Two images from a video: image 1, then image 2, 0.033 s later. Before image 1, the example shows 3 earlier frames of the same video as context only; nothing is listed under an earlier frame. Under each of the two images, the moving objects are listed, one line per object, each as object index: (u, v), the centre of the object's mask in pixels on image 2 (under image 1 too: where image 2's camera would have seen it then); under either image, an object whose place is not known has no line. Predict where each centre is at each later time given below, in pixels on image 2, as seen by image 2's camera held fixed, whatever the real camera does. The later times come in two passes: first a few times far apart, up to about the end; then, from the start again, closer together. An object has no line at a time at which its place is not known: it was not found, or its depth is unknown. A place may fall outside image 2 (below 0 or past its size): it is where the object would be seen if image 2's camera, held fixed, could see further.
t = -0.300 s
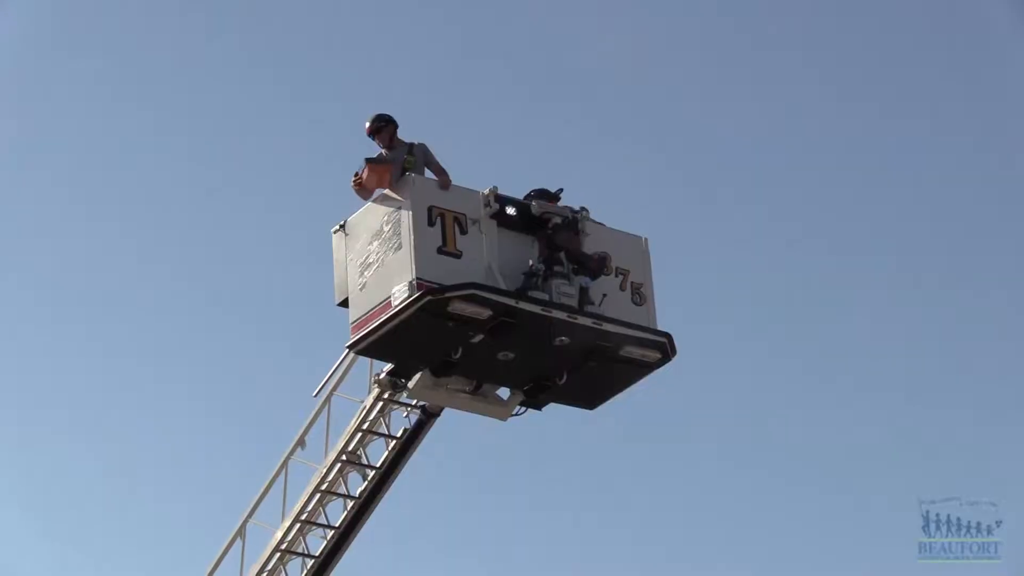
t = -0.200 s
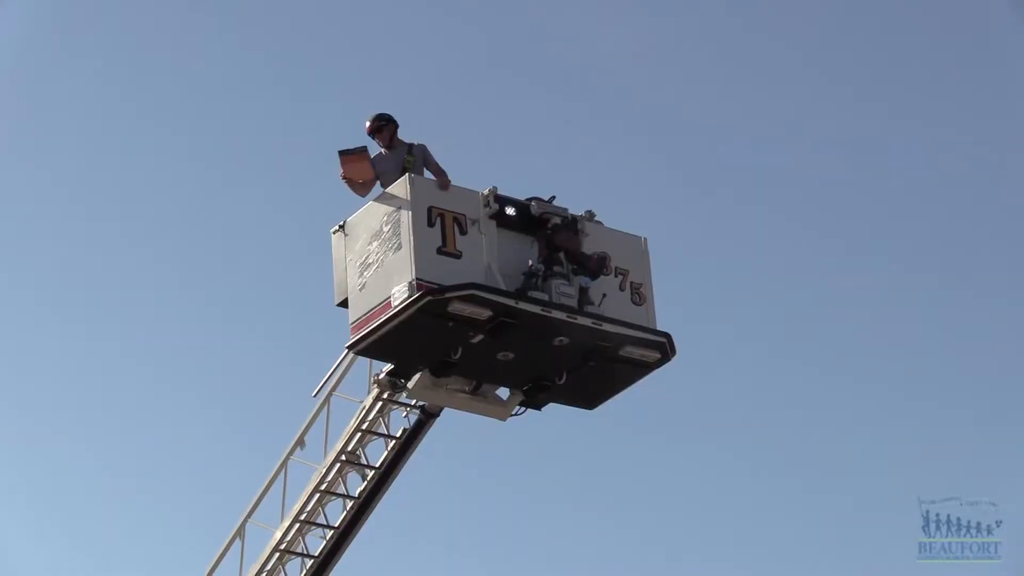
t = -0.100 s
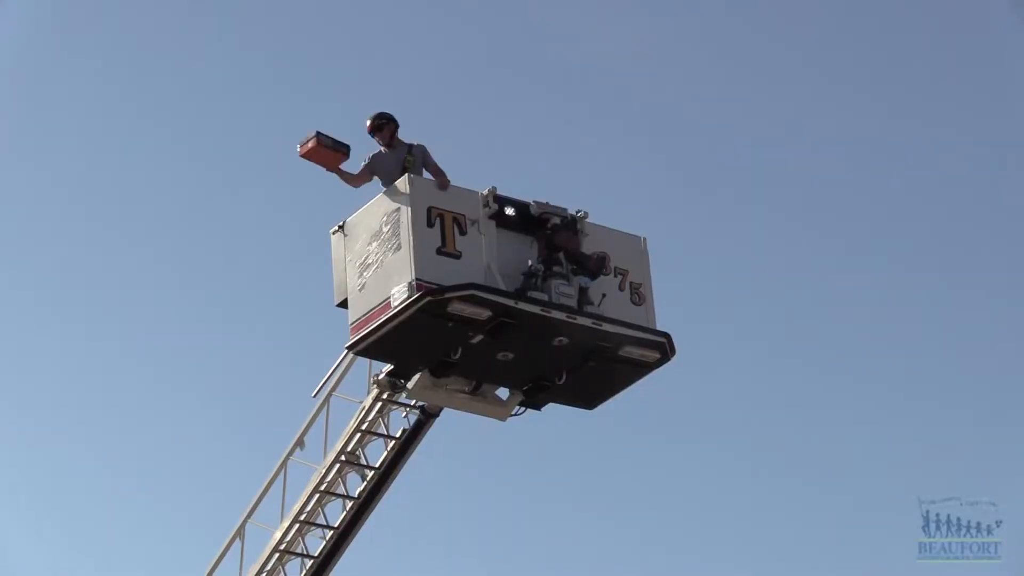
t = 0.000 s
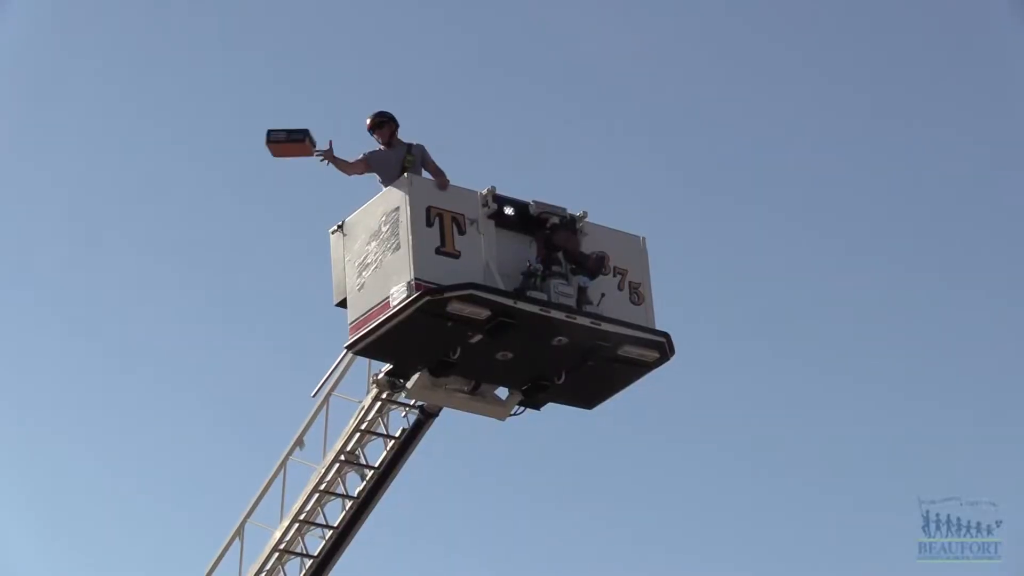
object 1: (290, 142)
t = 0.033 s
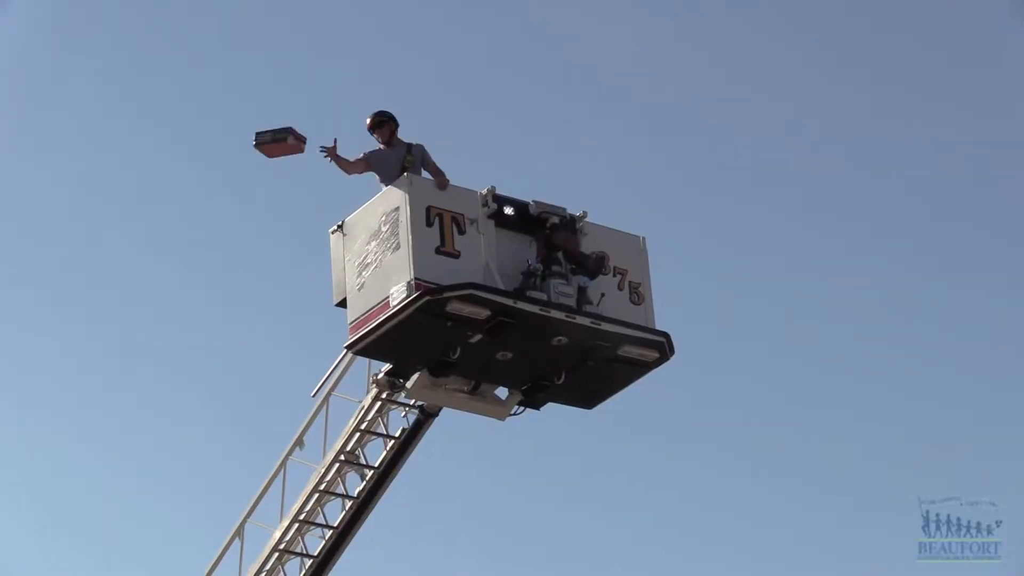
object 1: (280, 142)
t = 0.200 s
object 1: (232, 154)
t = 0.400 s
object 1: (187, 191)
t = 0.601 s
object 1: (148, 254)
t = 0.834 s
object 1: (108, 363)
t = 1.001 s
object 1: (92, 450)
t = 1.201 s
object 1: (93, 571)
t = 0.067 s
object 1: (270, 143)
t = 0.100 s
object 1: (259, 144)
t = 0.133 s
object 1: (250, 147)
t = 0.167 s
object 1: (241, 150)
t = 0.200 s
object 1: (232, 154)
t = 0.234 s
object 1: (224, 159)
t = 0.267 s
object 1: (215, 164)
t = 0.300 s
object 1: (209, 170)
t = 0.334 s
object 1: (201, 176)
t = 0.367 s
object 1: (193, 184)
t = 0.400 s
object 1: (187, 191)
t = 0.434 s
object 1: (180, 199)
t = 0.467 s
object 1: (173, 208)
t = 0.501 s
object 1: (167, 217)
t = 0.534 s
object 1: (160, 229)
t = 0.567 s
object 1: (154, 240)
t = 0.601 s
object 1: (148, 254)
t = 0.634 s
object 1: (141, 268)
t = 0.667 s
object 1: (136, 283)
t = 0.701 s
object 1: (129, 298)
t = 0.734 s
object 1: (123, 315)
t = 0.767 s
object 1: (118, 330)
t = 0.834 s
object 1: (108, 363)
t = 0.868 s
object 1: (103, 379)
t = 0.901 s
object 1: (100, 396)
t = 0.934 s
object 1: (96, 413)
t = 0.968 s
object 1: (94, 430)
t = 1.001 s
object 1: (92, 450)
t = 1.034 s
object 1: (92, 470)
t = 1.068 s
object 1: (91, 489)
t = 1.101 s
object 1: (90, 510)
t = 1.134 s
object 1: (90, 532)
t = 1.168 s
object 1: (91, 555)
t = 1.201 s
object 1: (93, 571)
